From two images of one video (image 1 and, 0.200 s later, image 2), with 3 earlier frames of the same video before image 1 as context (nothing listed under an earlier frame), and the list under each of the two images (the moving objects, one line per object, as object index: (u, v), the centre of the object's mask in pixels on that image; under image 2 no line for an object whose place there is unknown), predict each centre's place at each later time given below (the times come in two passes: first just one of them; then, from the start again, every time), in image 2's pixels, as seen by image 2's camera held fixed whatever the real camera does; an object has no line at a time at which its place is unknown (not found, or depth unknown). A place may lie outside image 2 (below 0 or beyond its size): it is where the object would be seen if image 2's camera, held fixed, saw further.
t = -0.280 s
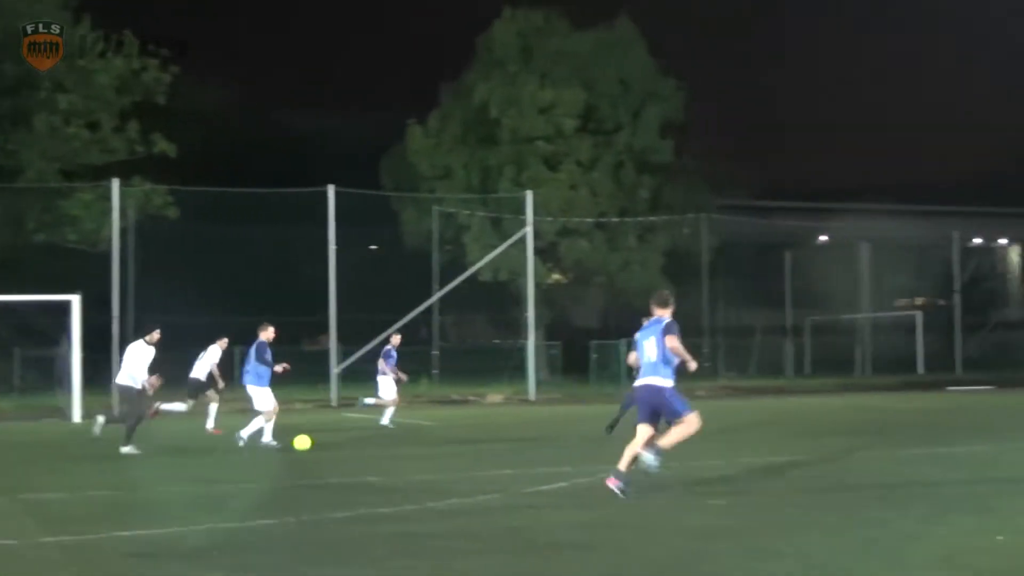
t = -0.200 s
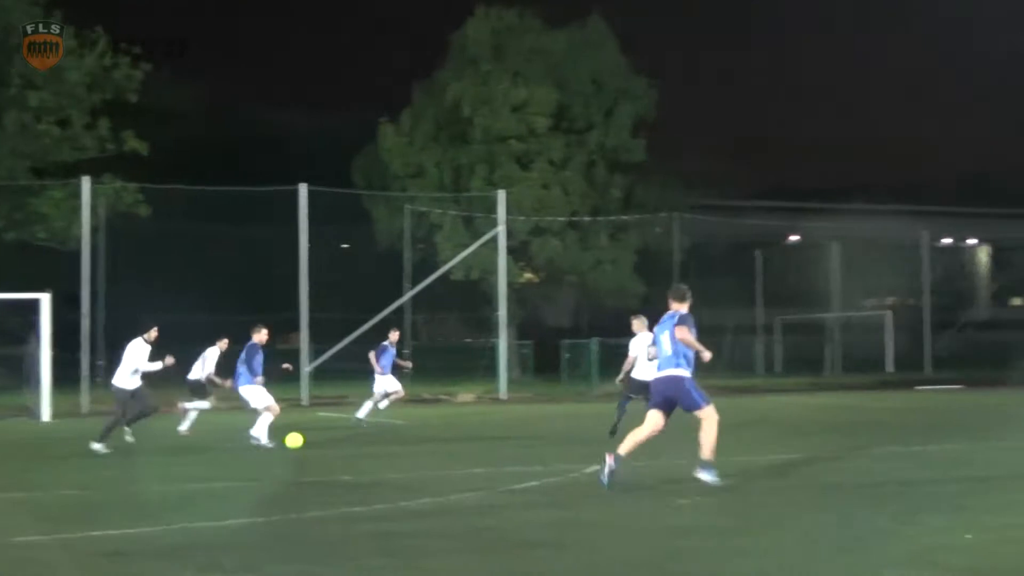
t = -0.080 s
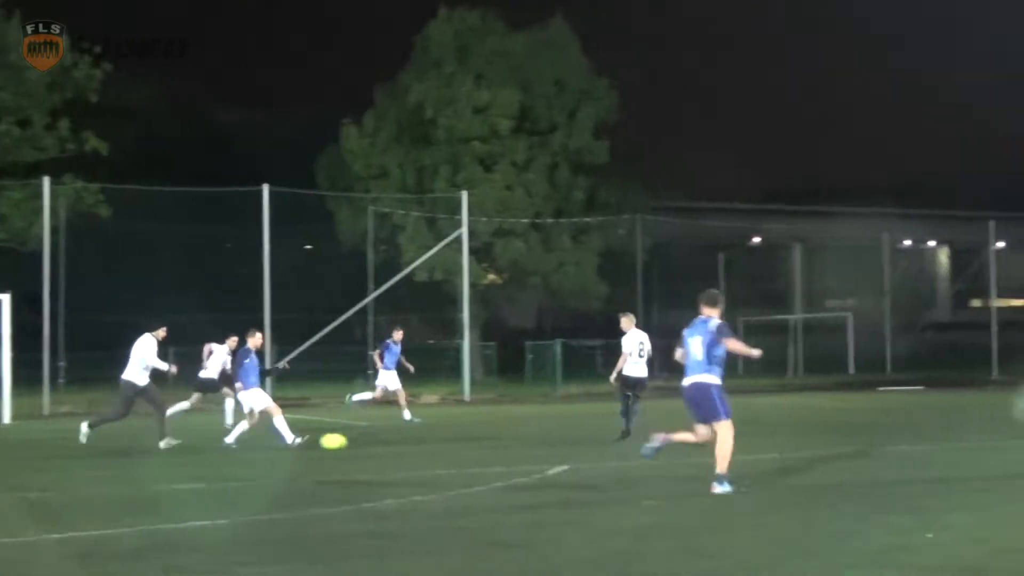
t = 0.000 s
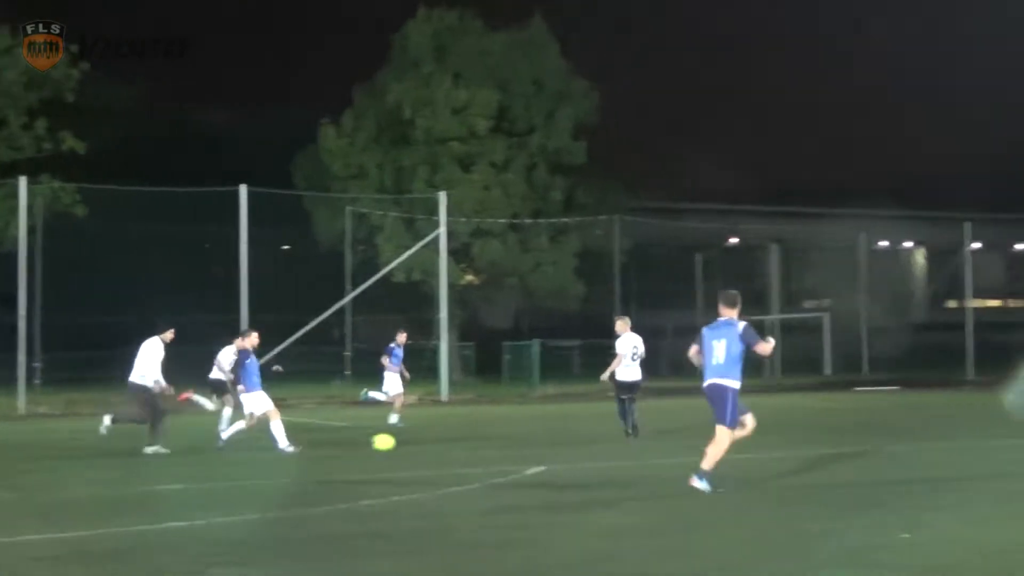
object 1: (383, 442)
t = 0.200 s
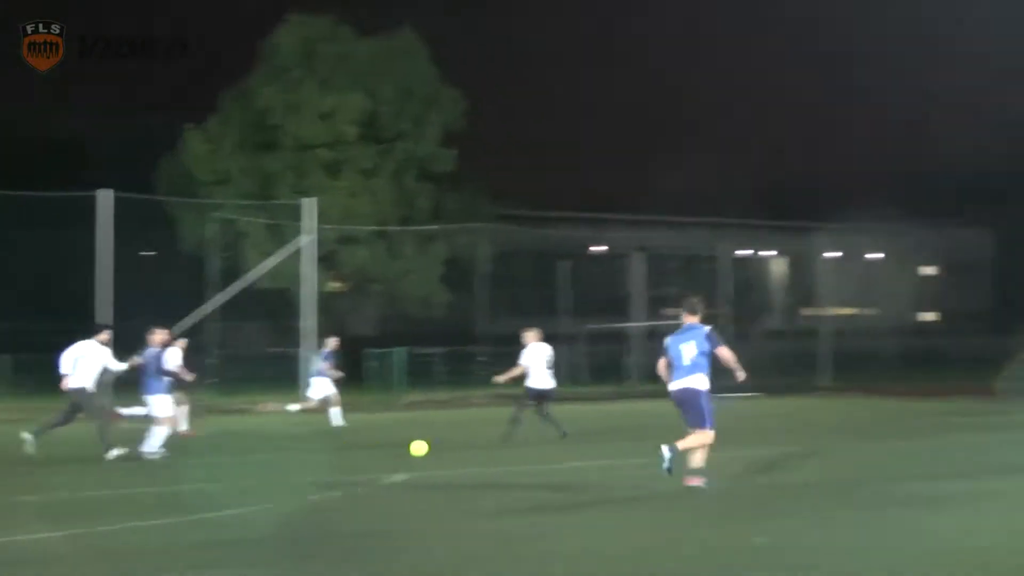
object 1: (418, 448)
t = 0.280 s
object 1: (480, 448)
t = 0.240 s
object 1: (449, 447)
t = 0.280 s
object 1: (480, 448)
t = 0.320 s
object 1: (510, 447)
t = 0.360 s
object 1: (539, 446)
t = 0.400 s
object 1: (568, 446)
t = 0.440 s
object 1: (594, 446)
